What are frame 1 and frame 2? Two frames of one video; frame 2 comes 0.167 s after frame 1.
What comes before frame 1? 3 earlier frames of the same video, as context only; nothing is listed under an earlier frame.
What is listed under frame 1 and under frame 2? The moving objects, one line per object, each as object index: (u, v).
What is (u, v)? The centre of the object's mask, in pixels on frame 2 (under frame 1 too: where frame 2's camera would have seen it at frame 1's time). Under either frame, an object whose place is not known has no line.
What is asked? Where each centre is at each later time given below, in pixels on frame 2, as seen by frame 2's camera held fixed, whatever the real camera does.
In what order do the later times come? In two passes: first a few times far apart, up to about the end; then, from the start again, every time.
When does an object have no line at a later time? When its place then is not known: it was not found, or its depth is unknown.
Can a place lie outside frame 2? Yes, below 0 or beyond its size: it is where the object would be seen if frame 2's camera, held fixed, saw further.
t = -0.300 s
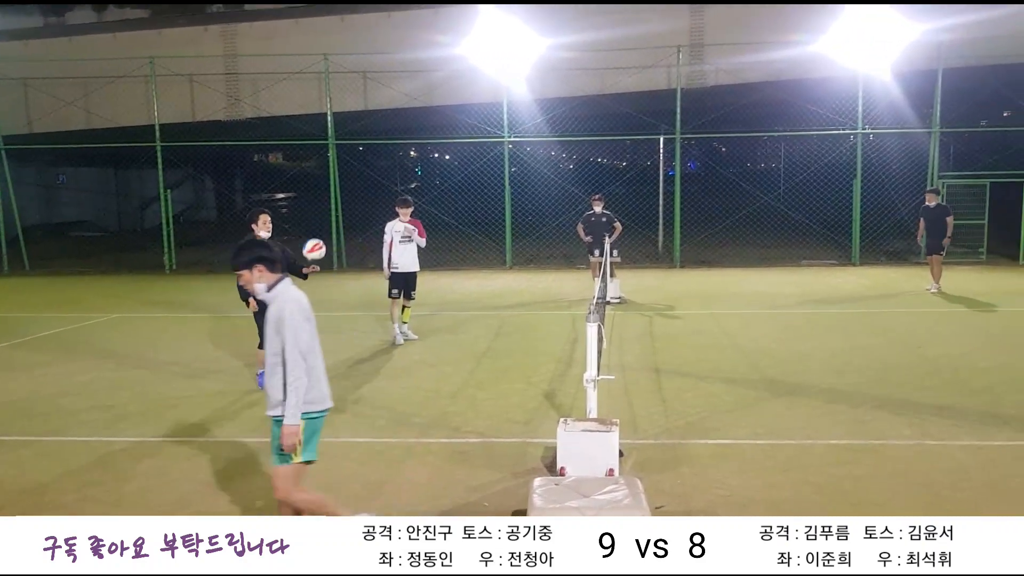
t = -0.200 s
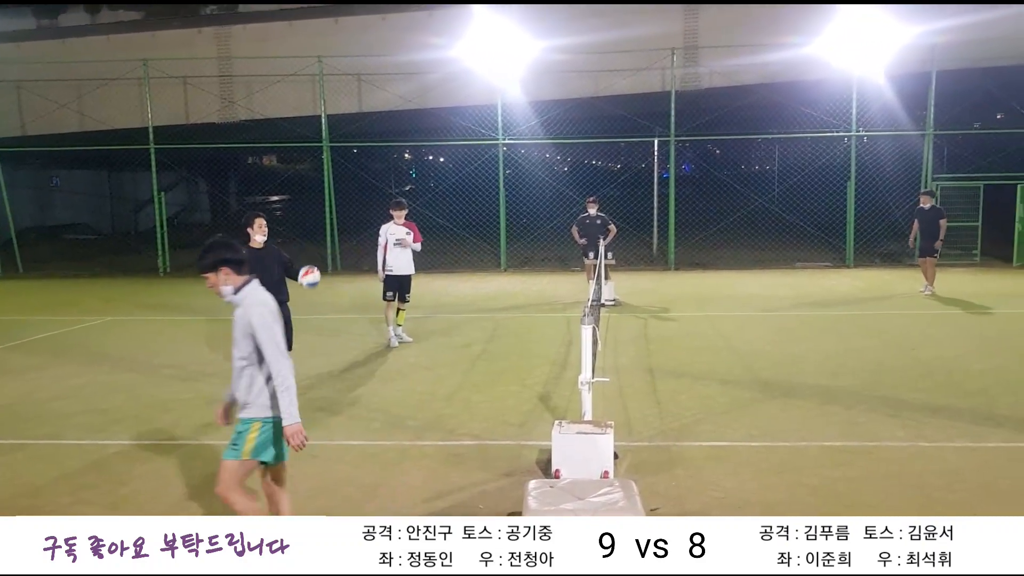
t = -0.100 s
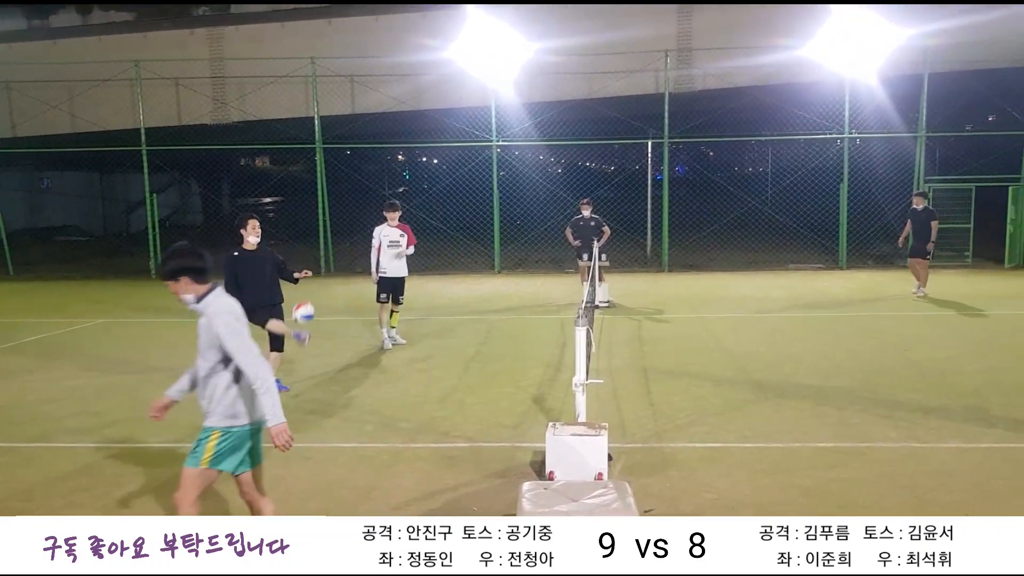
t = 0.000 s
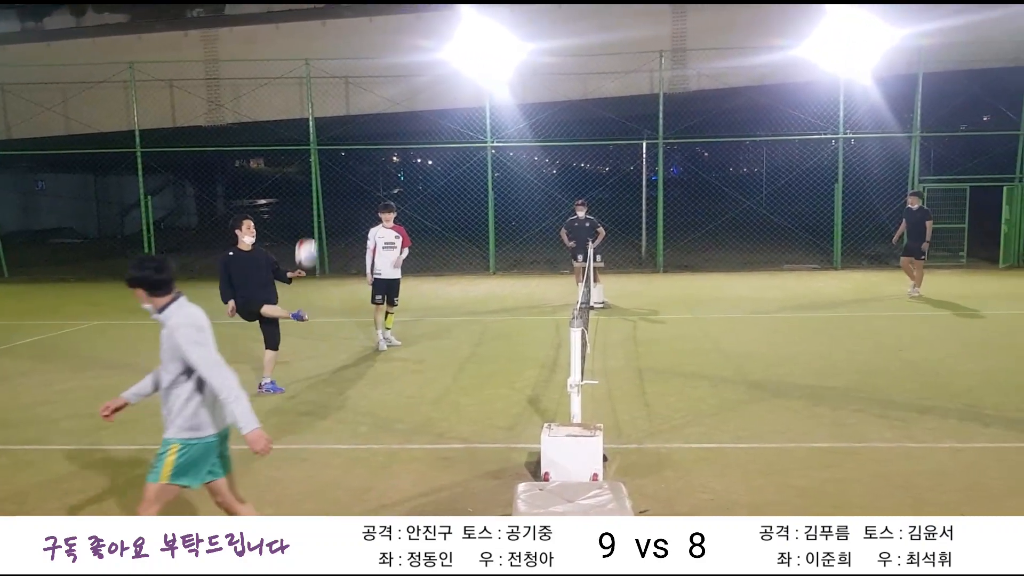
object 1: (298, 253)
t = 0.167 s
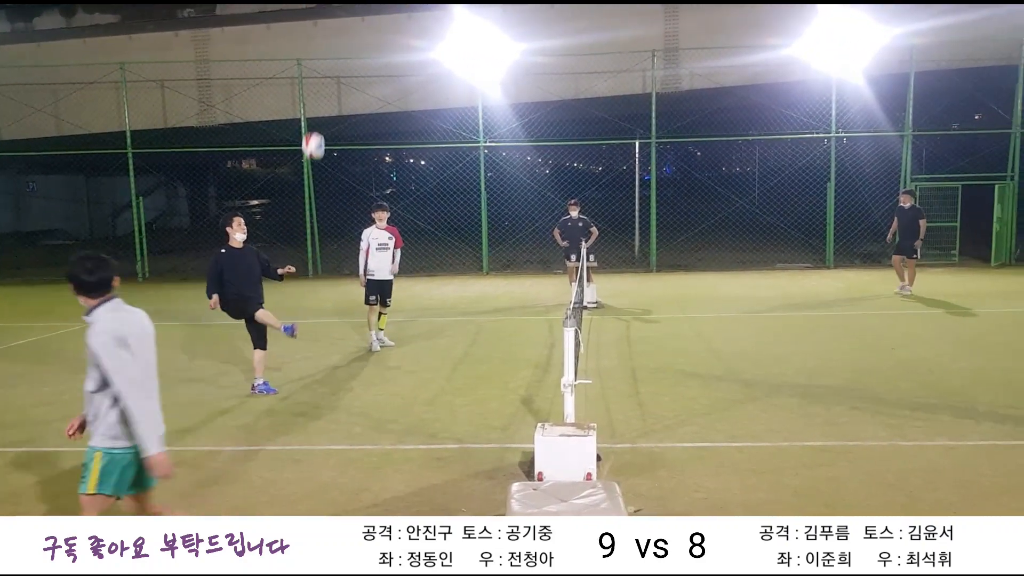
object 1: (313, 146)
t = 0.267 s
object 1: (323, 95)
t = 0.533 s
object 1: (351, 20)
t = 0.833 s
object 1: (385, 30)
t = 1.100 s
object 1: (419, 115)
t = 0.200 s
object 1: (317, 128)
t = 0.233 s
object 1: (320, 111)
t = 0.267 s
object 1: (323, 95)
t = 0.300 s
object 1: (327, 82)
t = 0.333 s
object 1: (330, 69)
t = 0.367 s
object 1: (333, 57)
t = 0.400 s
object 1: (337, 47)
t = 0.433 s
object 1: (340, 39)
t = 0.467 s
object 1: (343, 31)
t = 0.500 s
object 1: (347, 25)
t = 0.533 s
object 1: (351, 20)
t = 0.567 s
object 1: (354, 17)
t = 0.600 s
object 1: (358, 15)
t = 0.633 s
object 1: (362, 15)
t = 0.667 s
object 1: (366, 15)
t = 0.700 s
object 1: (369, 15)
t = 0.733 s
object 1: (373, 17)
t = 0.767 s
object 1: (377, 20)
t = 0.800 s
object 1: (381, 24)
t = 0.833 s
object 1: (385, 30)
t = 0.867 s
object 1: (389, 36)
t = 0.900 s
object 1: (393, 44)
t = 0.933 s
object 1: (397, 53)
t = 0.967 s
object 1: (401, 63)
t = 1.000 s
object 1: (406, 75)
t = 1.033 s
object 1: (410, 86)
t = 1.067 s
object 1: (414, 100)
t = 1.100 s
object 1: (419, 115)
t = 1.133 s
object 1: (423, 130)
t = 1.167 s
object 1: (427, 147)
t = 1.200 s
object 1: (431, 164)
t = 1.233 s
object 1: (436, 182)
